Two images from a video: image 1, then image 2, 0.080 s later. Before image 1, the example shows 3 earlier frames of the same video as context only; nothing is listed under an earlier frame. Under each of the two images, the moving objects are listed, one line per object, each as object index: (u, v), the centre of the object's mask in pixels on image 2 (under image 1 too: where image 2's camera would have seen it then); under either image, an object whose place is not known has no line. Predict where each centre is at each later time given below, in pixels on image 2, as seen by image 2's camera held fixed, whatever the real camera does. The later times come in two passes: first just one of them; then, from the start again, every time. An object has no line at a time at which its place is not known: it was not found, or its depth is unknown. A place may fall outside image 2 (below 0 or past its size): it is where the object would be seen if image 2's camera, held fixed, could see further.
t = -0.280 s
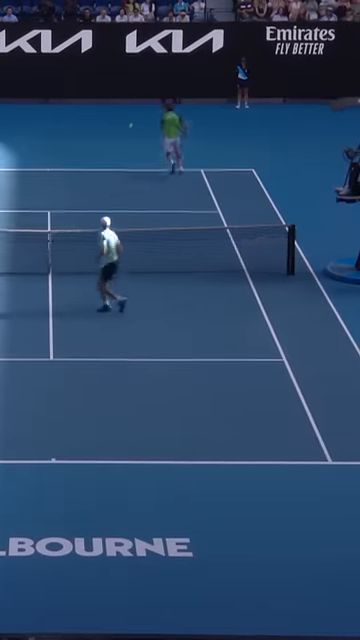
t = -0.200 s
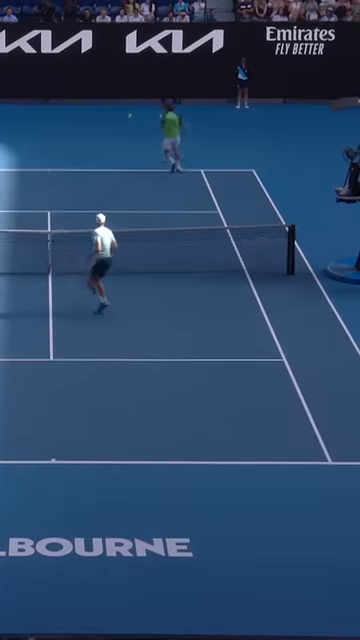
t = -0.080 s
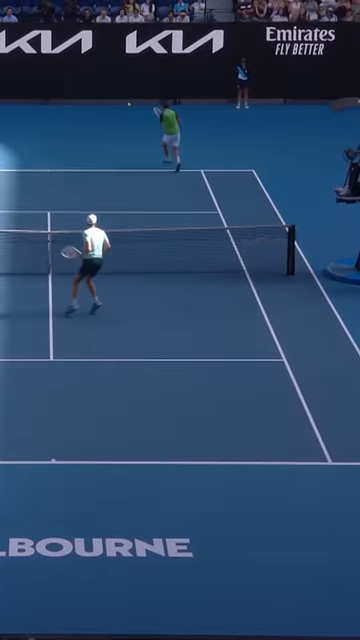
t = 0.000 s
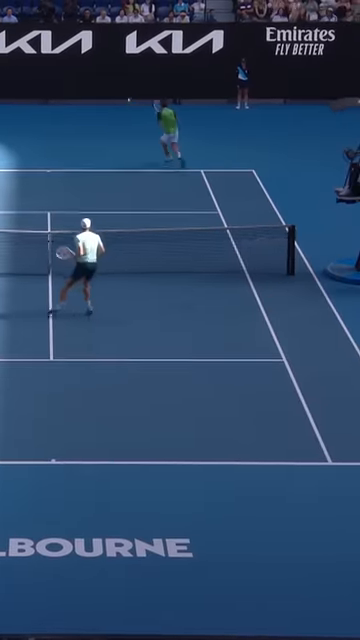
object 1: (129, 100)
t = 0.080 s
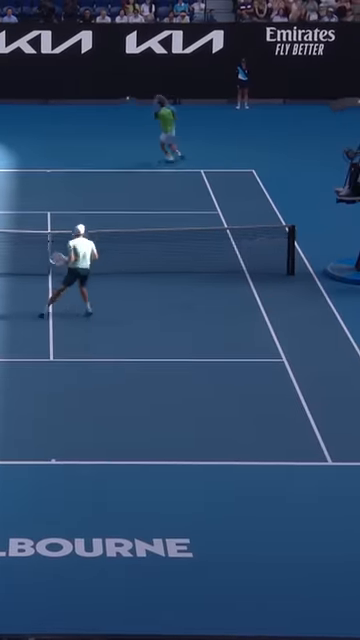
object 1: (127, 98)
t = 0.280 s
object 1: (125, 103)
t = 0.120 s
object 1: (127, 98)
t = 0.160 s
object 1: (126, 98)
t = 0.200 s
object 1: (126, 99)
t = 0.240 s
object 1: (125, 100)
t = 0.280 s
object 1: (125, 103)
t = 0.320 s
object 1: (125, 106)
